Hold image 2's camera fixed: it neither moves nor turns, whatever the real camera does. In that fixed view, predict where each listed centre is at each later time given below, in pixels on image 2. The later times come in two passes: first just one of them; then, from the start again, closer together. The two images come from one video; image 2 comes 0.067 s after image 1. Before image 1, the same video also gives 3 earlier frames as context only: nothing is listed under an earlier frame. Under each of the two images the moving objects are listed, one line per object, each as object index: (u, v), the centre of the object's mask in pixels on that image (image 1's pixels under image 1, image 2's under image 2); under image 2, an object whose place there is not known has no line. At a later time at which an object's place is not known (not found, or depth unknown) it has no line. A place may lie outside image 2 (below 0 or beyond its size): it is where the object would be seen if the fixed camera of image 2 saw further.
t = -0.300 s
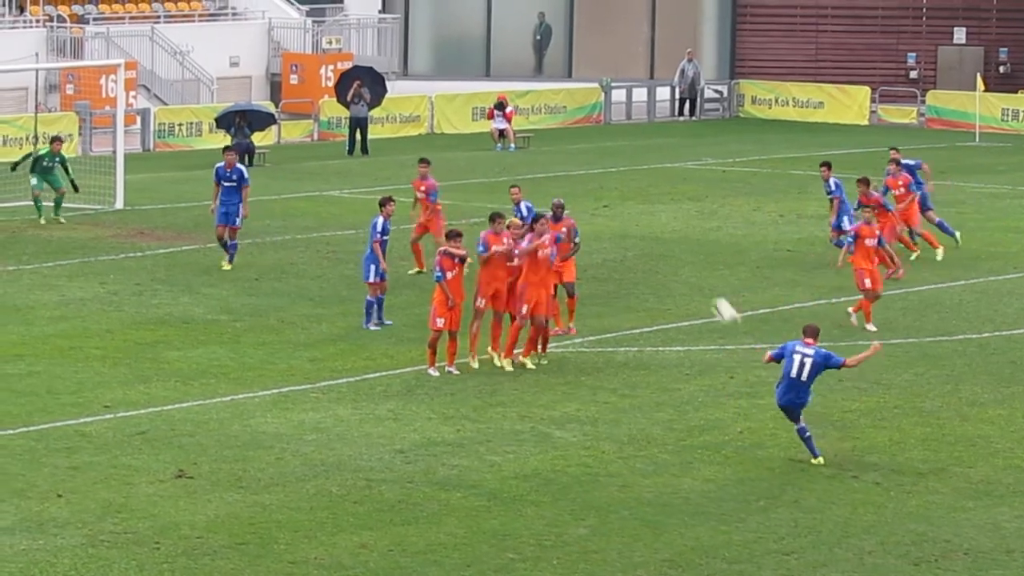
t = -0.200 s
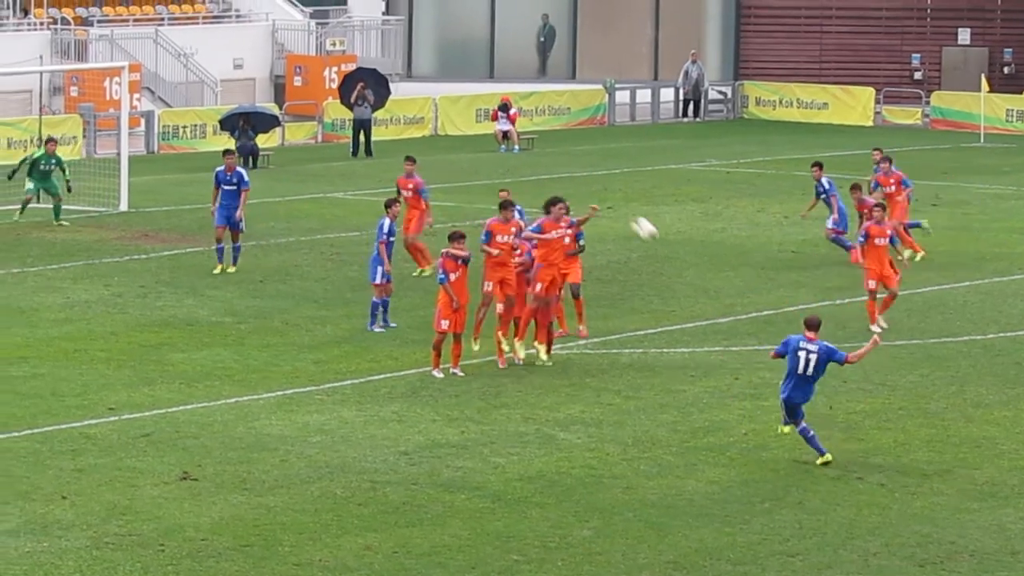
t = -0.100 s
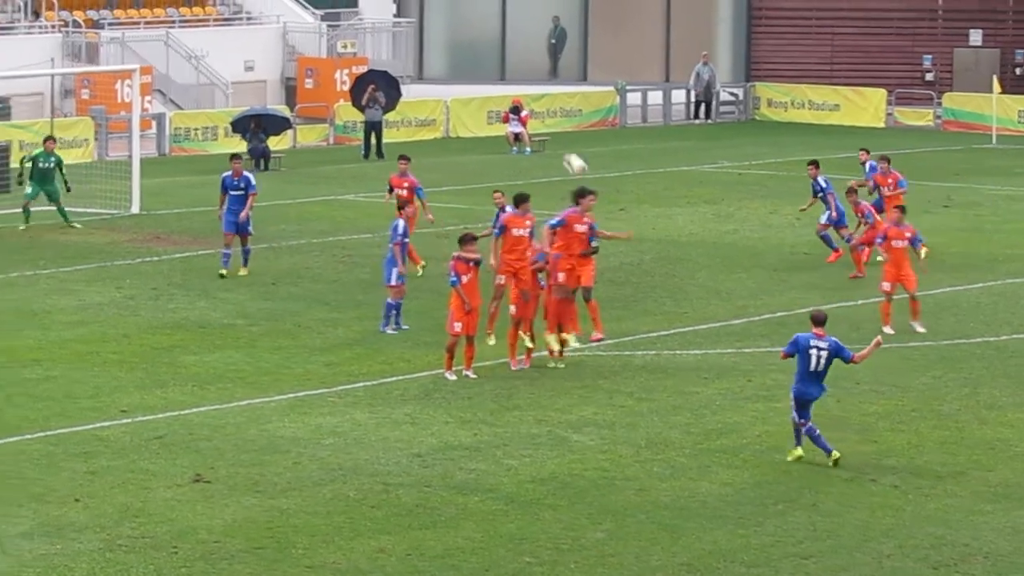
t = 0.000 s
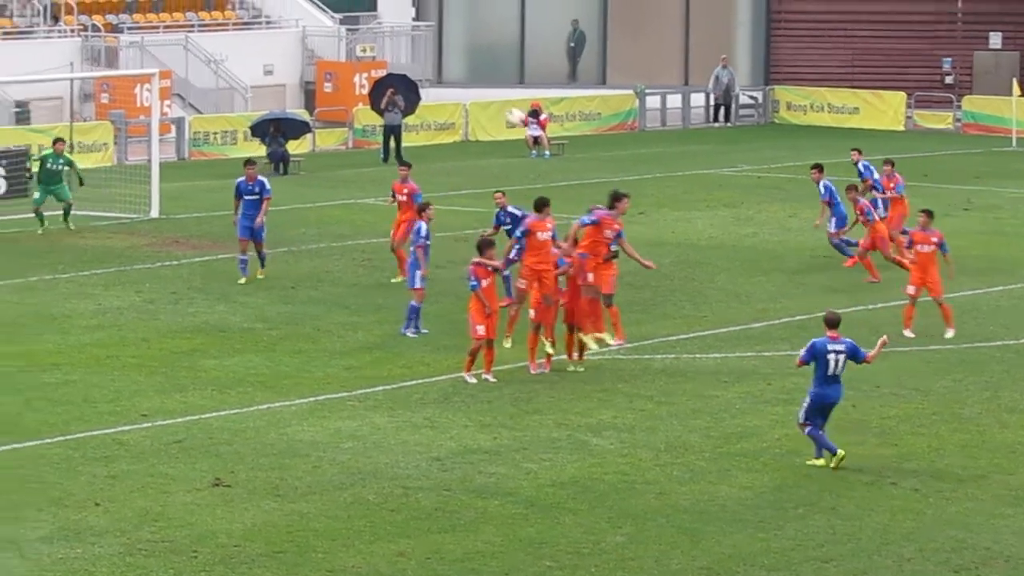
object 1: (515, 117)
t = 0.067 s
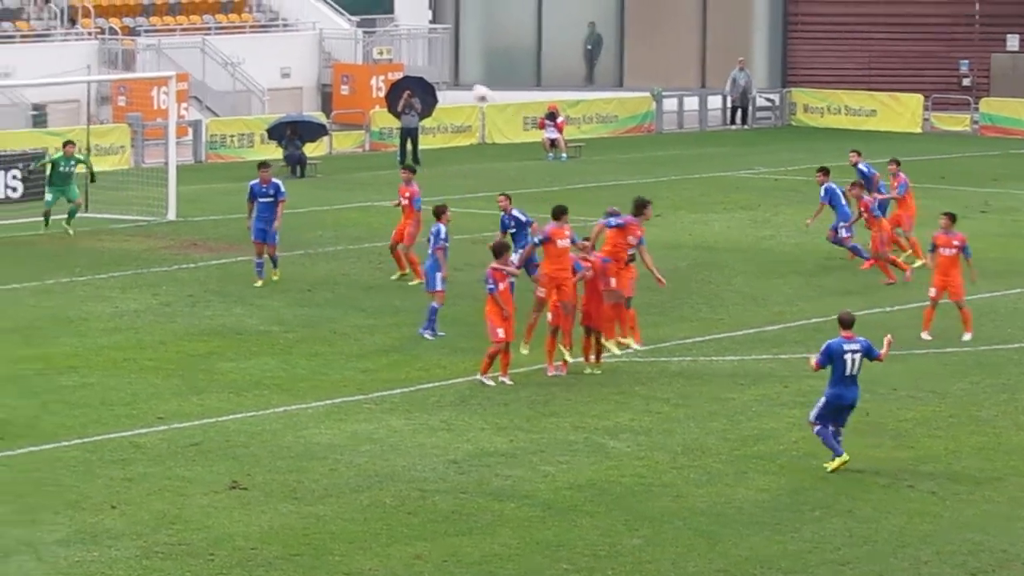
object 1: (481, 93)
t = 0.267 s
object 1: (338, 45)
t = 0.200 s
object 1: (384, 55)
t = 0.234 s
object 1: (362, 50)
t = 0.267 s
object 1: (338, 45)
